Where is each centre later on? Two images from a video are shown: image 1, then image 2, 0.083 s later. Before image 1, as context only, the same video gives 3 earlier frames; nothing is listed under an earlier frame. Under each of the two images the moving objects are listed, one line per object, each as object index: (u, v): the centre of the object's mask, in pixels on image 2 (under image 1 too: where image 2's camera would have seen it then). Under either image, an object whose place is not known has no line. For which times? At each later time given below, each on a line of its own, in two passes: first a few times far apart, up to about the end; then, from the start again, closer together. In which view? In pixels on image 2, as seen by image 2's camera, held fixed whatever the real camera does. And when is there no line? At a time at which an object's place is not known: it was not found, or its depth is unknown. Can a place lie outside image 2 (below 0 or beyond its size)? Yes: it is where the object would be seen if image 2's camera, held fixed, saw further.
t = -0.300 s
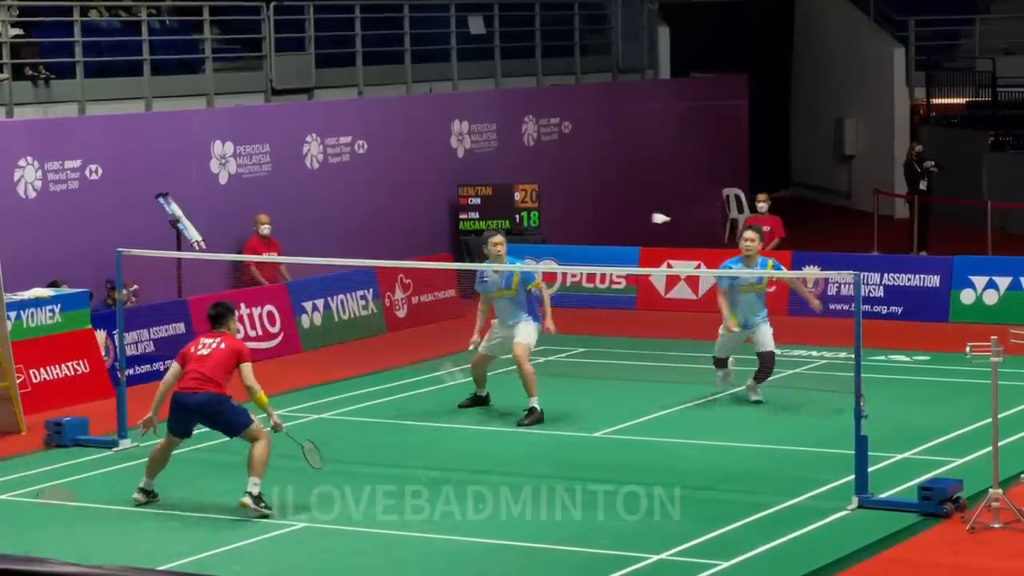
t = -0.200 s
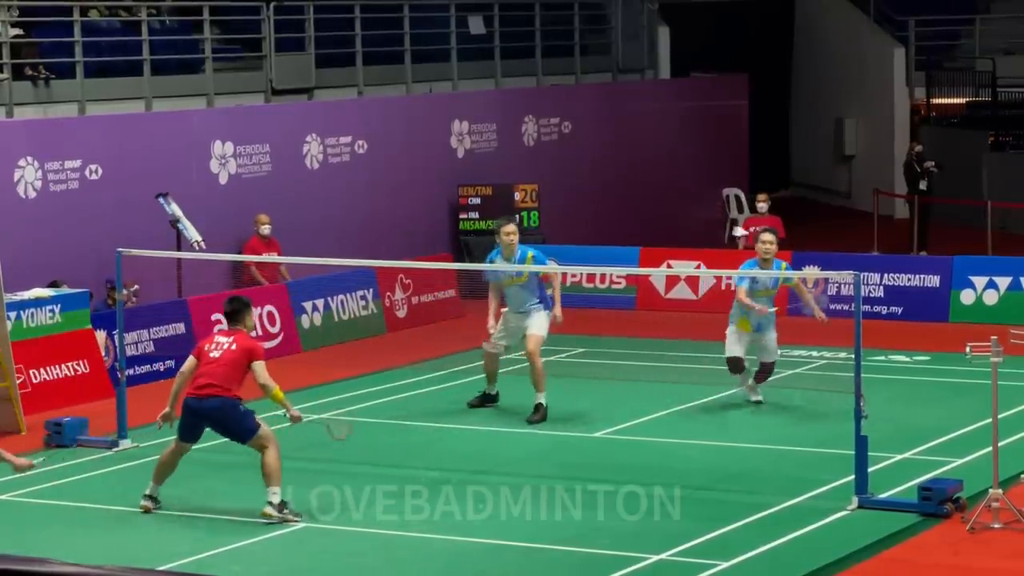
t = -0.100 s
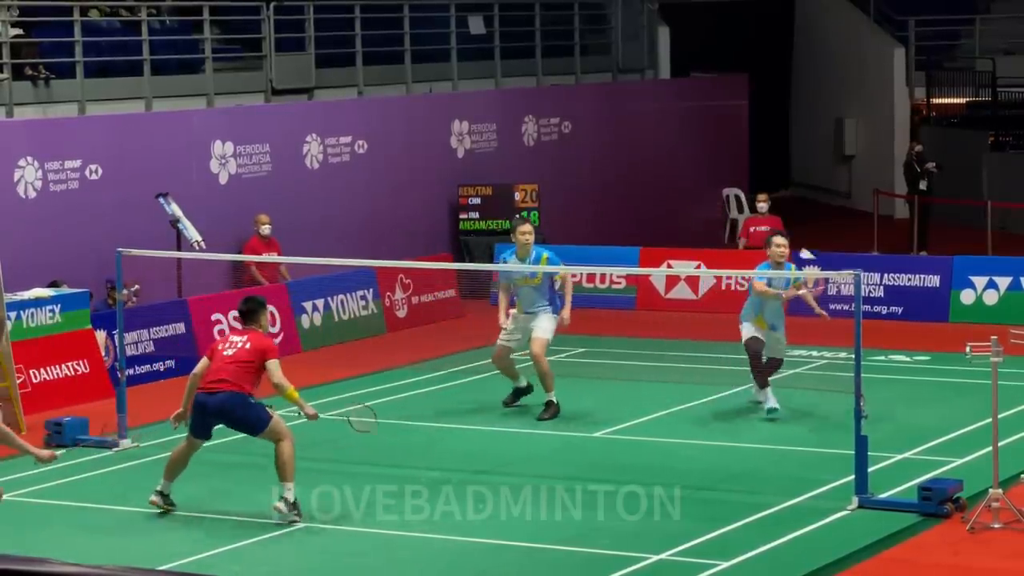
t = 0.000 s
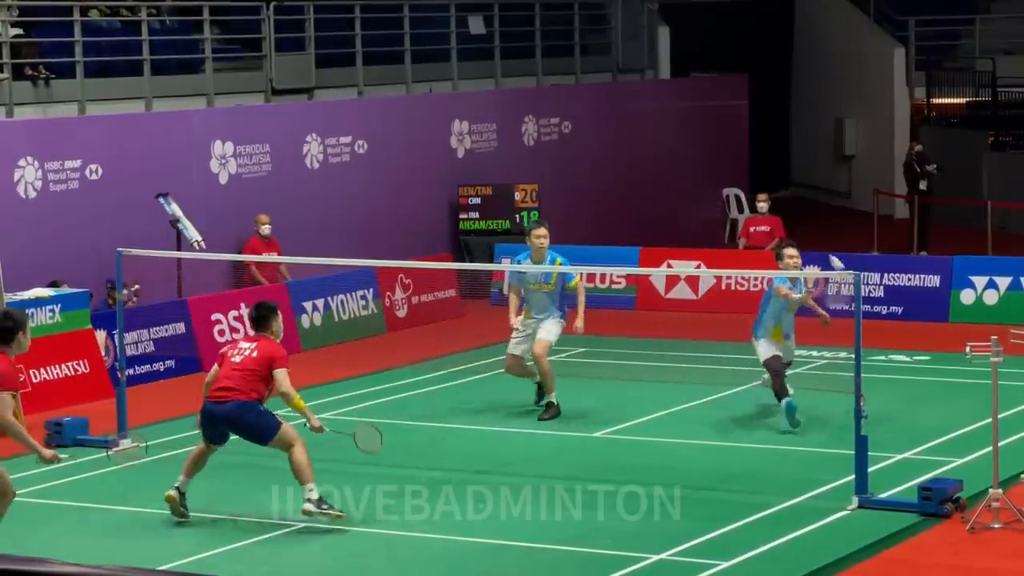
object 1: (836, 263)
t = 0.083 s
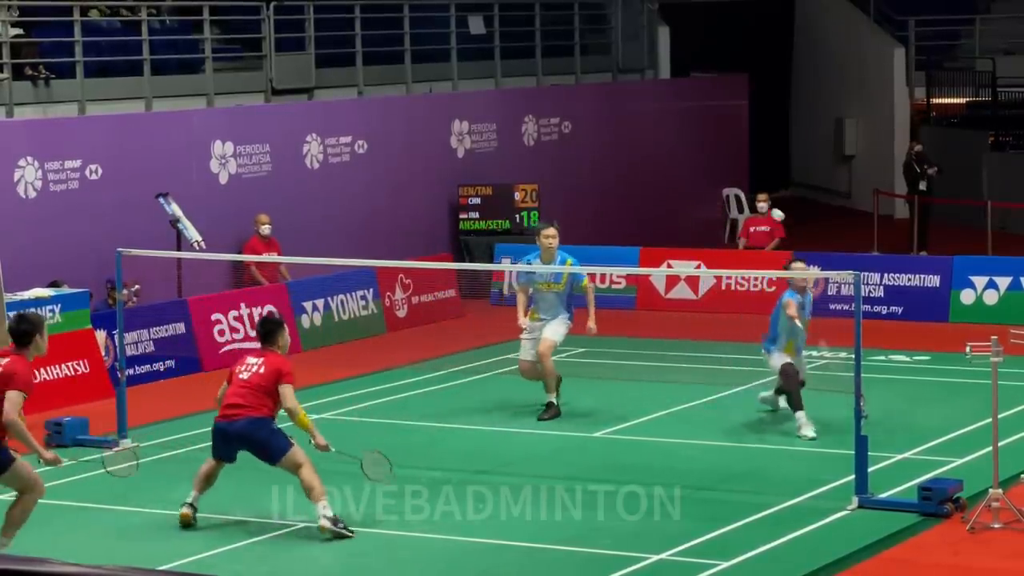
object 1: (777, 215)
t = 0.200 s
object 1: (714, 176)
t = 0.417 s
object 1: (616, 165)
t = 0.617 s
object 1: (536, 219)
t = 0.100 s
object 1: (765, 208)
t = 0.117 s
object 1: (759, 201)
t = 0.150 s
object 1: (740, 189)
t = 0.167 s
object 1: (730, 185)
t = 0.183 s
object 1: (722, 181)
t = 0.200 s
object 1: (714, 176)
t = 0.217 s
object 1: (706, 173)
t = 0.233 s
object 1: (698, 170)
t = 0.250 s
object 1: (690, 167)
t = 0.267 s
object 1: (682, 165)
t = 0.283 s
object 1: (675, 163)
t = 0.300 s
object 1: (667, 162)
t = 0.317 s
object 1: (659, 161)
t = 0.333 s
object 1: (652, 160)
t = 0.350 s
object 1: (645, 161)
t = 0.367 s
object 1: (638, 161)
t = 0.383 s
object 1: (630, 162)
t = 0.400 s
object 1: (623, 163)
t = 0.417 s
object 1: (616, 165)
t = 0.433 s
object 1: (609, 167)
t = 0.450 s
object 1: (602, 170)
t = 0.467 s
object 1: (595, 173)
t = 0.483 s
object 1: (588, 176)
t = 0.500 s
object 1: (582, 180)
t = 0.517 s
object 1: (575, 184)
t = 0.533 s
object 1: (569, 189)
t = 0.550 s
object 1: (562, 194)
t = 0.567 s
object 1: (555, 199)
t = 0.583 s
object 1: (549, 206)
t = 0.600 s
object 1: (543, 212)
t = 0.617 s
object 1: (536, 219)
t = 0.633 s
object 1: (531, 226)
